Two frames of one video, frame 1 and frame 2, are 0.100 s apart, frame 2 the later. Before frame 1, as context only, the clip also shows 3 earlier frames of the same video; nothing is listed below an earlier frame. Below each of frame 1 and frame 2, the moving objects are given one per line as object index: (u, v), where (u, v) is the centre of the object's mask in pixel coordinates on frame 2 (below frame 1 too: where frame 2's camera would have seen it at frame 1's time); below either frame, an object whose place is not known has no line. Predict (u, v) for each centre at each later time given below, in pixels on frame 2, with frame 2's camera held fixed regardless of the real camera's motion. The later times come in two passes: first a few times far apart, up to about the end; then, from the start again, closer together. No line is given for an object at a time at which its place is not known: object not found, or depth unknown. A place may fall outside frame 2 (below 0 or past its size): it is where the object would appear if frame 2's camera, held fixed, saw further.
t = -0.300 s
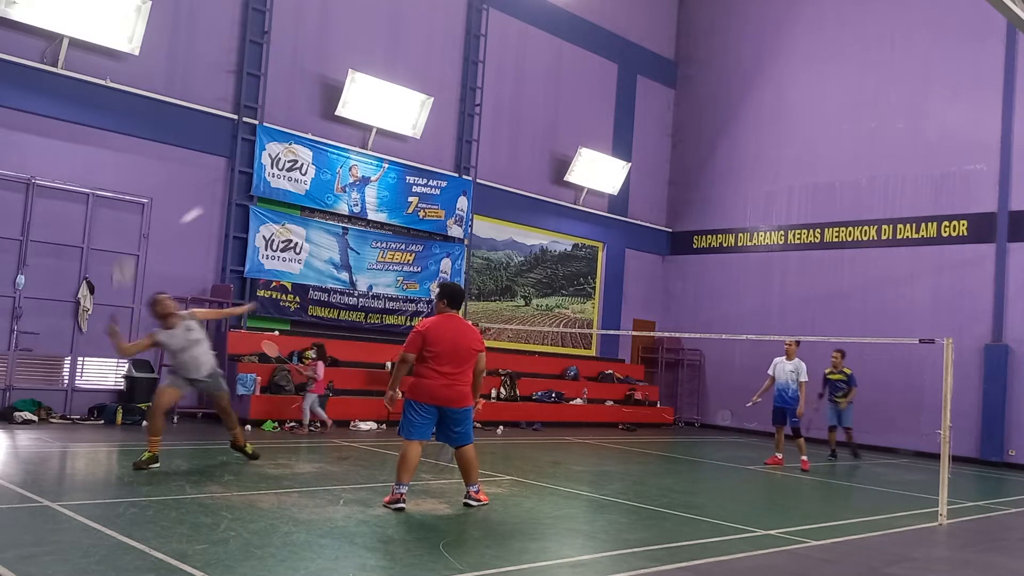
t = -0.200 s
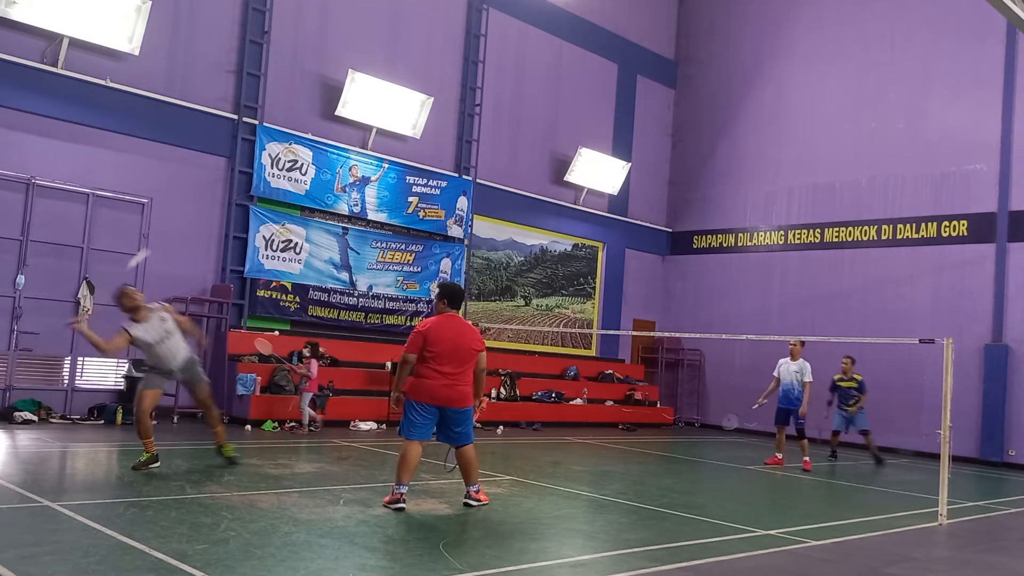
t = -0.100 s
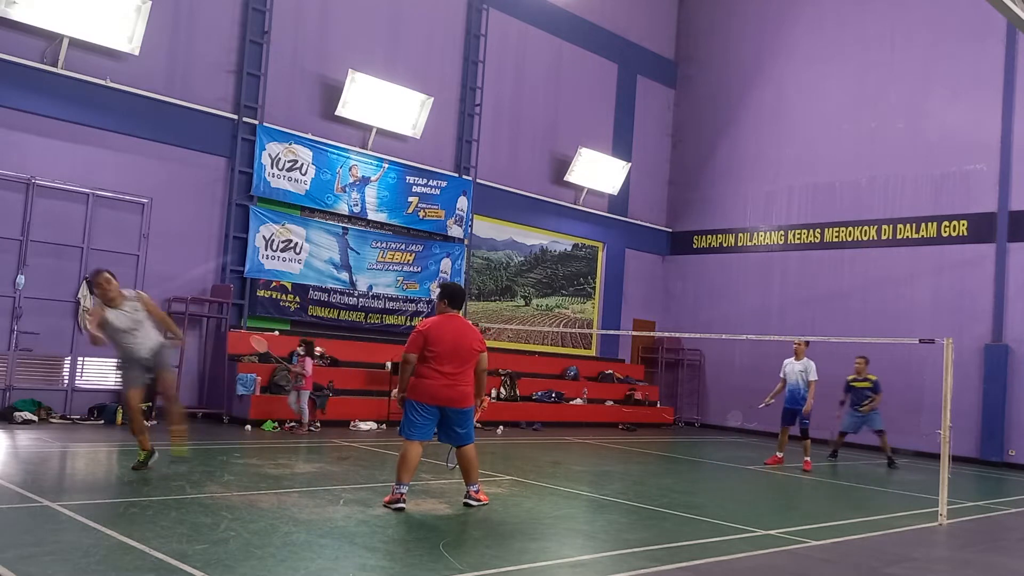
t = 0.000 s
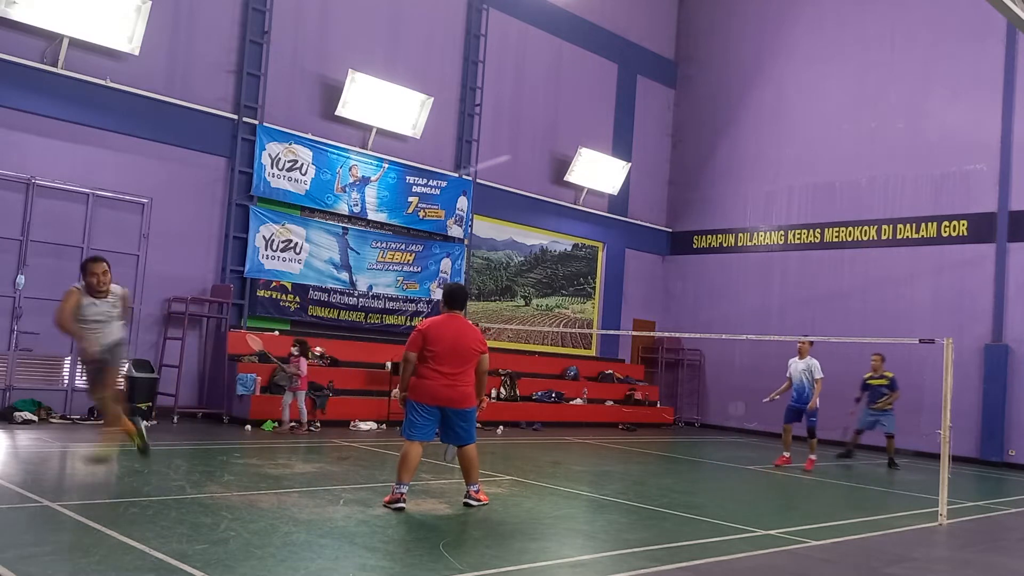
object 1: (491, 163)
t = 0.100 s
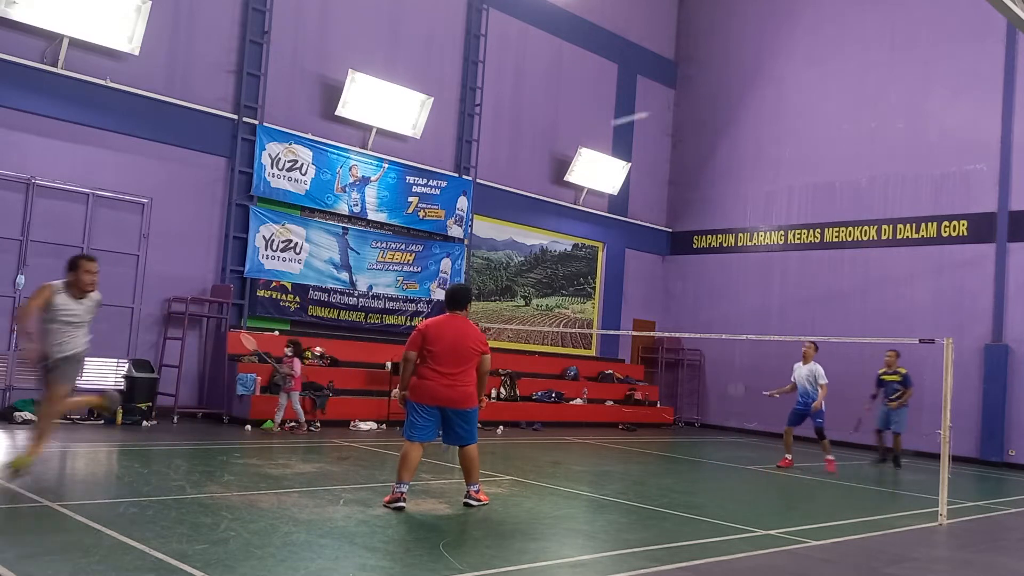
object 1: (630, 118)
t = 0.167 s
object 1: (697, 102)
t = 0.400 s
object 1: (843, 90)
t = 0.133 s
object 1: (666, 109)
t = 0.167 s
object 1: (697, 102)
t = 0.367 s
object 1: (827, 89)
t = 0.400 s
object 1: (843, 90)
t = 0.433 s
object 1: (857, 93)
